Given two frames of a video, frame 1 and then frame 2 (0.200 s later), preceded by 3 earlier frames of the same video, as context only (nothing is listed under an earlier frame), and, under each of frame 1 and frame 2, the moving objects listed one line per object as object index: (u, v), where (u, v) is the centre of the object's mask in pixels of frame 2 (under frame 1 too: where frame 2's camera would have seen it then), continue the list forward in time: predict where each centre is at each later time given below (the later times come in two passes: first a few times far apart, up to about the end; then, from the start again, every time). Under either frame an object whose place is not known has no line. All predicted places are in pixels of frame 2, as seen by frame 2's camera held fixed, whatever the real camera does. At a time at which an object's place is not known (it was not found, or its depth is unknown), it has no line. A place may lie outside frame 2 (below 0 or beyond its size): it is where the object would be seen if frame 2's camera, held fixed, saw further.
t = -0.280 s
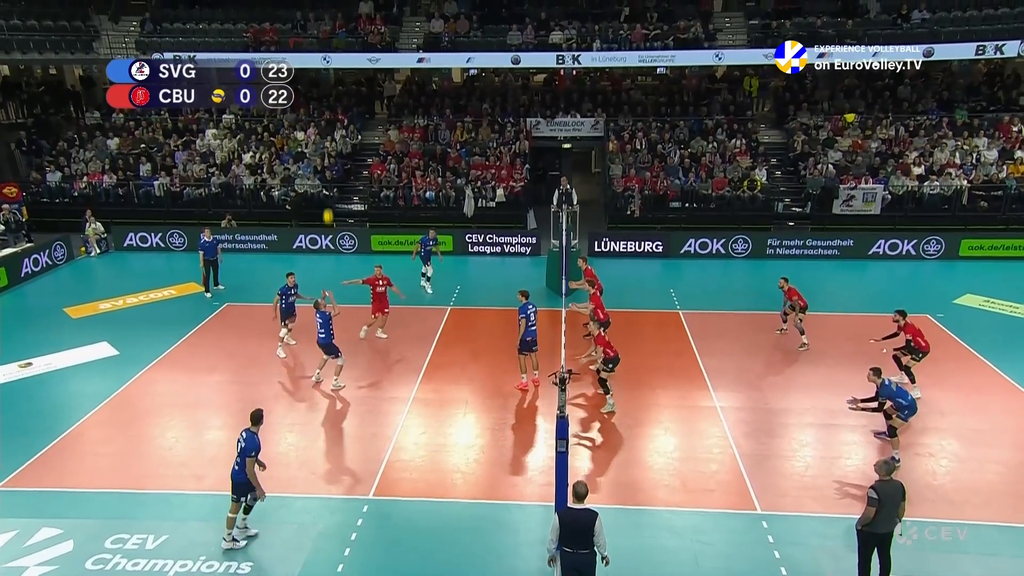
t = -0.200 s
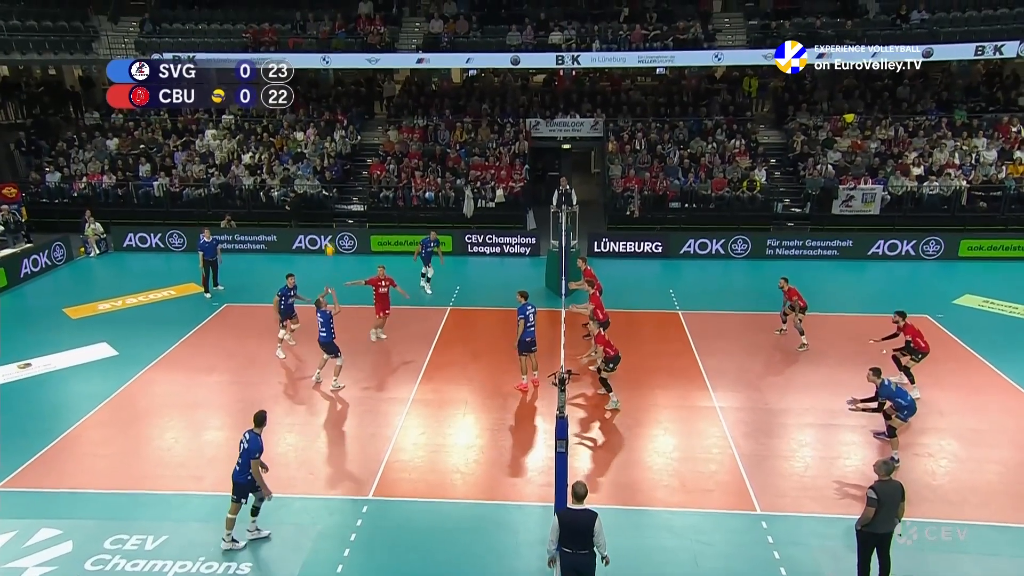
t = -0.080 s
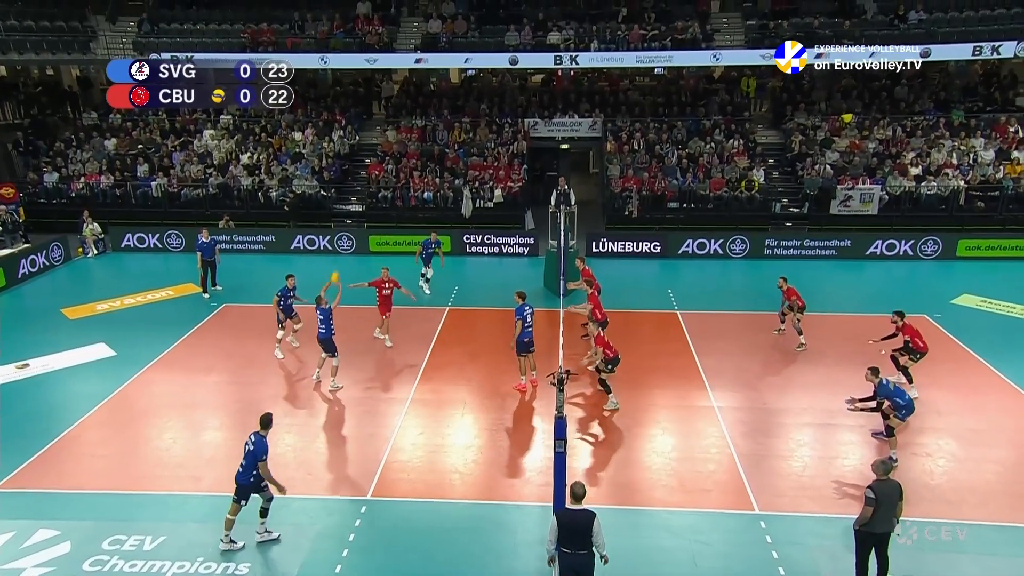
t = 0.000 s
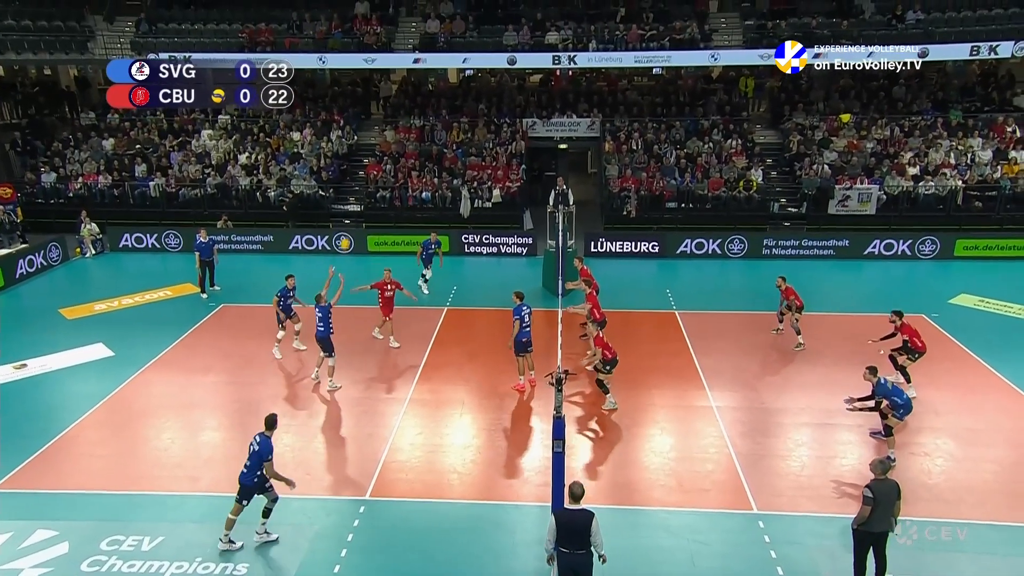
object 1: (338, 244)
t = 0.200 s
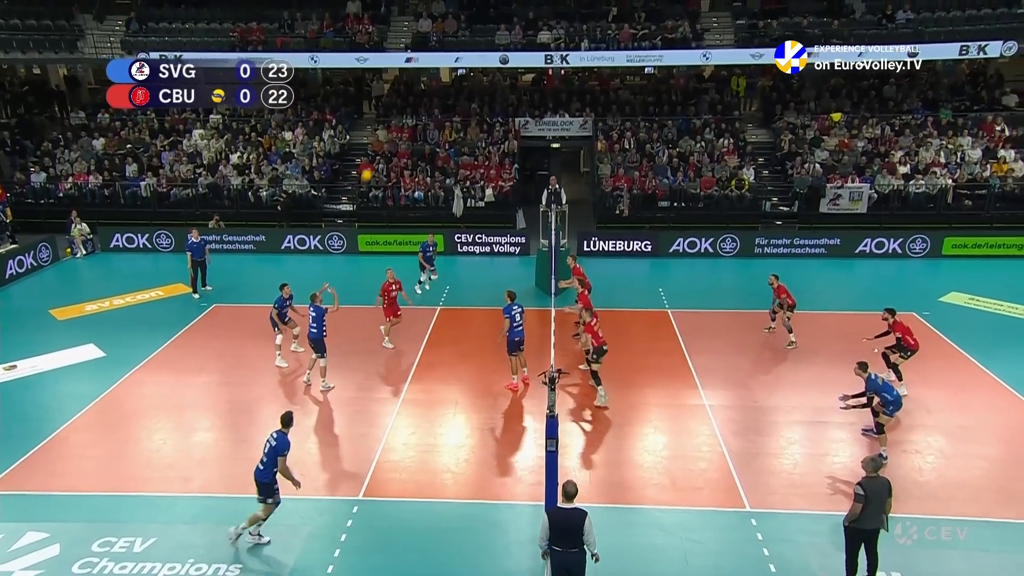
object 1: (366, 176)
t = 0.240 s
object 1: (373, 164)
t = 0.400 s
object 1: (395, 131)
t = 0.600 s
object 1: (422, 107)
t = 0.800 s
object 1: (449, 104)
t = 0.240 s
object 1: (373, 164)
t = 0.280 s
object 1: (378, 155)
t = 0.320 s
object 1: (384, 145)
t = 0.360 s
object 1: (390, 137)
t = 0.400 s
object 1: (395, 131)
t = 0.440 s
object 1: (400, 124)
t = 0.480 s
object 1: (406, 118)
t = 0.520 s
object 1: (412, 114)
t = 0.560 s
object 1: (417, 110)
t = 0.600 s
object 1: (422, 107)
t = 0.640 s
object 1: (428, 105)
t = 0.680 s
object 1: (433, 103)
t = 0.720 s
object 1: (438, 103)
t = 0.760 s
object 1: (443, 103)
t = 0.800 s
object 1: (449, 104)
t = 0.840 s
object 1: (454, 106)
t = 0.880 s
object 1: (458, 108)
